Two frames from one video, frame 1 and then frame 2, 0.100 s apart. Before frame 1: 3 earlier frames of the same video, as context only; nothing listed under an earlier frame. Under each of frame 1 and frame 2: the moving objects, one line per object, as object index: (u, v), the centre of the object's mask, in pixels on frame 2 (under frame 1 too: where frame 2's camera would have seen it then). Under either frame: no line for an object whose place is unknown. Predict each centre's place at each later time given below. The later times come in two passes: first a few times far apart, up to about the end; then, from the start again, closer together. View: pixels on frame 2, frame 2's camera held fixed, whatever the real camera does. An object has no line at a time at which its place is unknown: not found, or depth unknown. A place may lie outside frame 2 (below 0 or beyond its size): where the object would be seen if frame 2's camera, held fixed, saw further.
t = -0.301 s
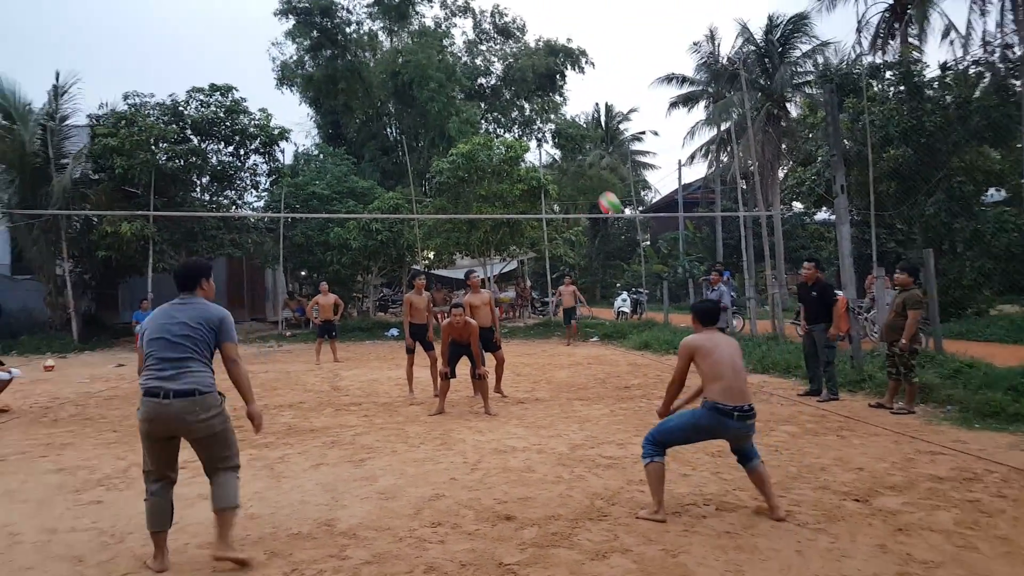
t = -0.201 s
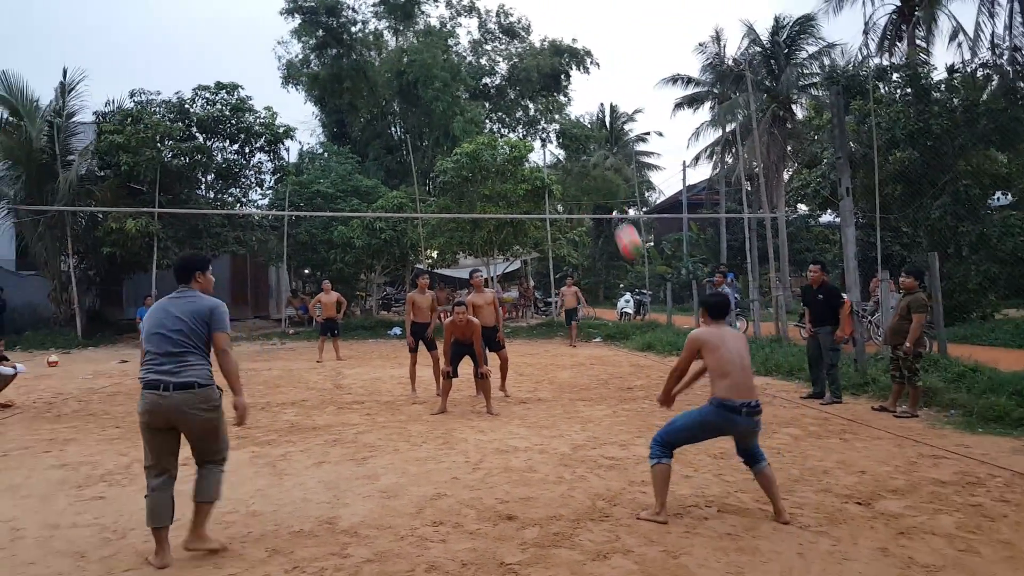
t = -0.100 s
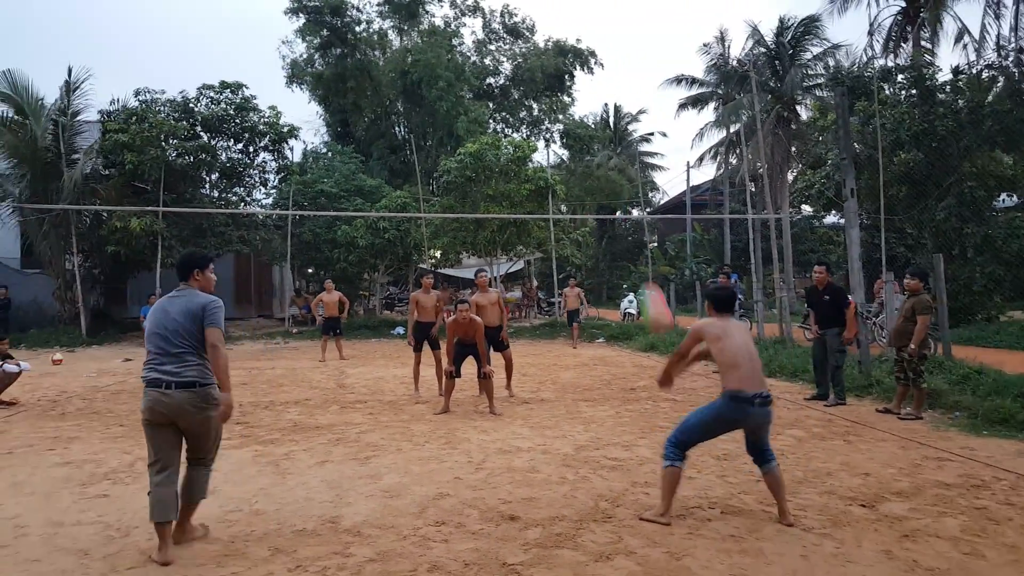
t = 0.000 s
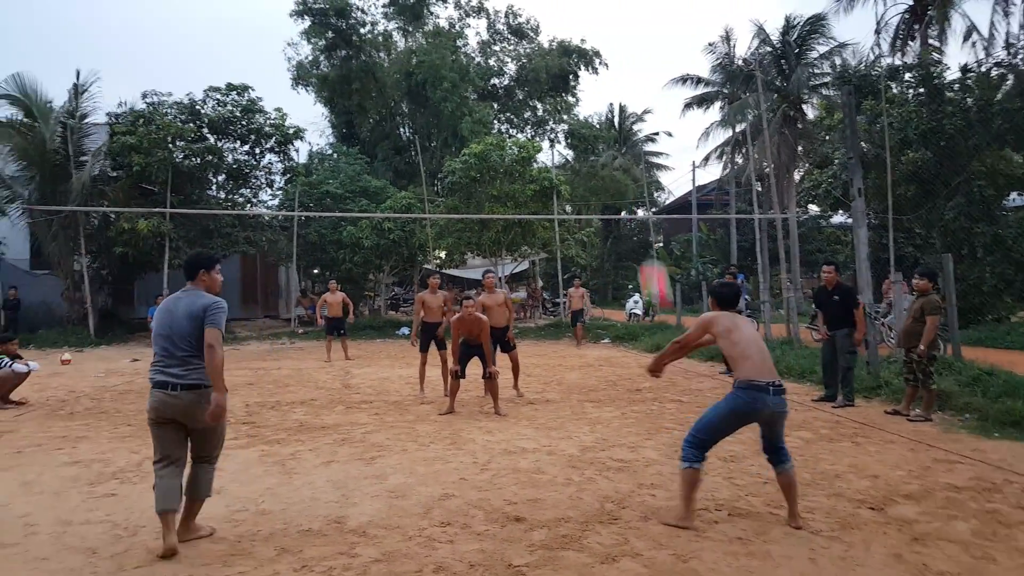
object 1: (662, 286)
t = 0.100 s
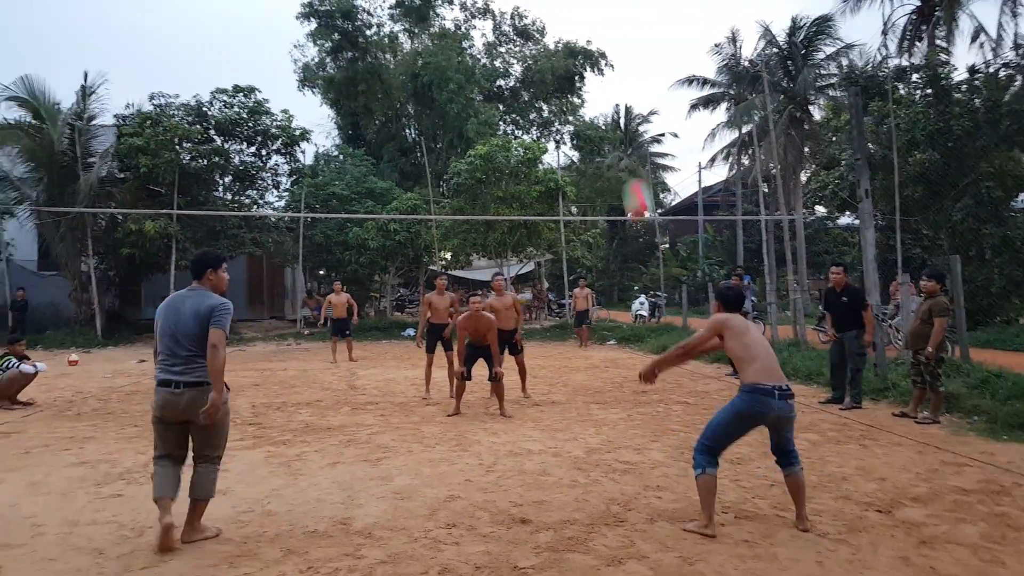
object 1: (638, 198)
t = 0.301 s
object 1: (599, 77)
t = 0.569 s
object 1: (554, 3)
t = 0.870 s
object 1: (512, 18)
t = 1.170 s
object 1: (473, 123)
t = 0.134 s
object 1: (631, 178)
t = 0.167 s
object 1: (625, 154)
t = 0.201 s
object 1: (619, 133)
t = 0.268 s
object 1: (605, 95)
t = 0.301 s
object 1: (599, 77)
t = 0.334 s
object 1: (592, 64)
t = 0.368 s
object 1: (587, 54)
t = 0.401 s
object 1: (581, 42)
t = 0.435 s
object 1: (576, 30)
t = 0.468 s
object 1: (571, 21)
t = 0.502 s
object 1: (565, 13)
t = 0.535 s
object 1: (560, 7)
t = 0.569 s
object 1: (554, 3)
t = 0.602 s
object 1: (549, 0)
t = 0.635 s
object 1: (544, -2)
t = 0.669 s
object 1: (539, -2)
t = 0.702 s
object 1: (534, -2)
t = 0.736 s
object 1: (529, -1)
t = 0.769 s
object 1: (524, 1)
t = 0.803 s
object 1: (520, 6)
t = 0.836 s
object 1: (516, 12)
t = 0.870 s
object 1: (512, 18)
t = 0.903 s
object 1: (506, 25)
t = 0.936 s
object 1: (503, 33)
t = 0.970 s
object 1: (499, 42)
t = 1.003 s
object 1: (494, 54)
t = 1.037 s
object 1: (489, 66)
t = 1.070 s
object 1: (485, 78)
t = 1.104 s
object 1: (481, 92)
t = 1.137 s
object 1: (477, 108)
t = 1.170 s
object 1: (473, 123)
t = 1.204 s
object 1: (469, 138)
